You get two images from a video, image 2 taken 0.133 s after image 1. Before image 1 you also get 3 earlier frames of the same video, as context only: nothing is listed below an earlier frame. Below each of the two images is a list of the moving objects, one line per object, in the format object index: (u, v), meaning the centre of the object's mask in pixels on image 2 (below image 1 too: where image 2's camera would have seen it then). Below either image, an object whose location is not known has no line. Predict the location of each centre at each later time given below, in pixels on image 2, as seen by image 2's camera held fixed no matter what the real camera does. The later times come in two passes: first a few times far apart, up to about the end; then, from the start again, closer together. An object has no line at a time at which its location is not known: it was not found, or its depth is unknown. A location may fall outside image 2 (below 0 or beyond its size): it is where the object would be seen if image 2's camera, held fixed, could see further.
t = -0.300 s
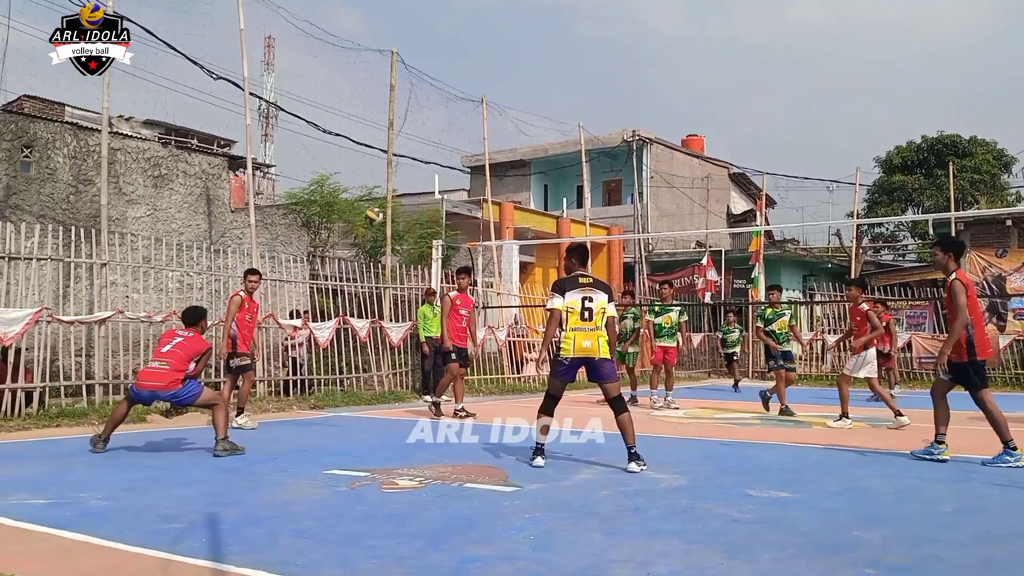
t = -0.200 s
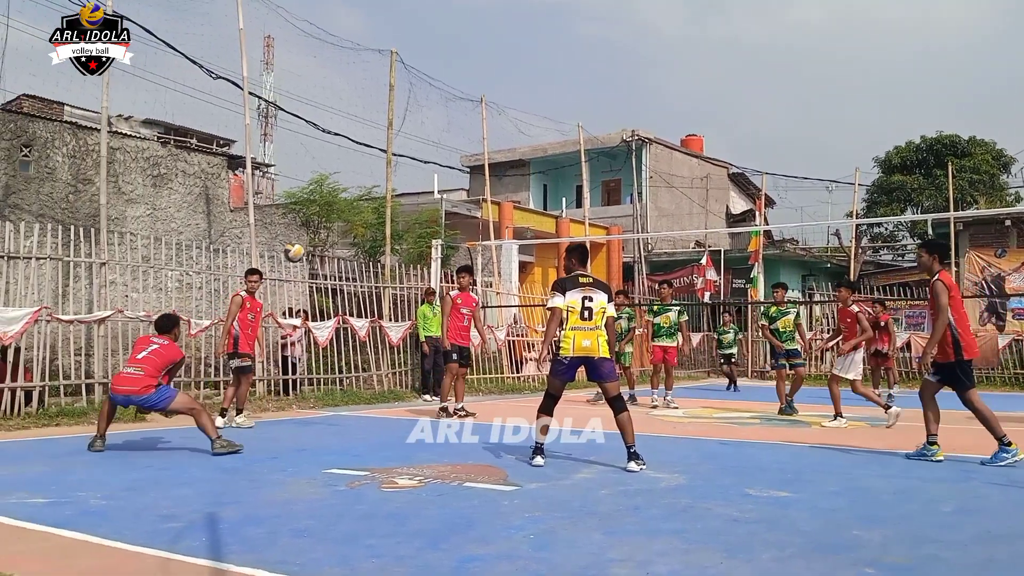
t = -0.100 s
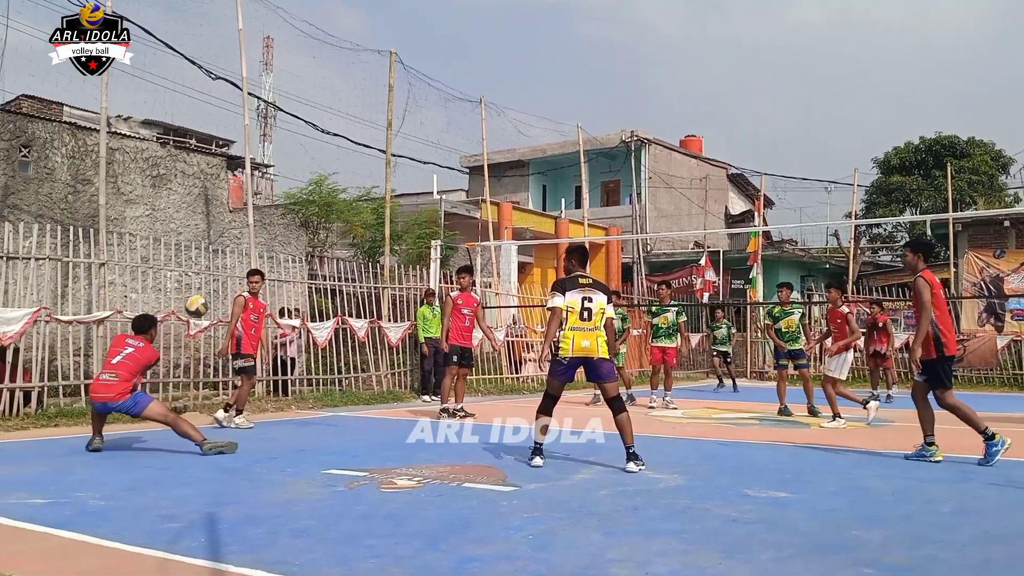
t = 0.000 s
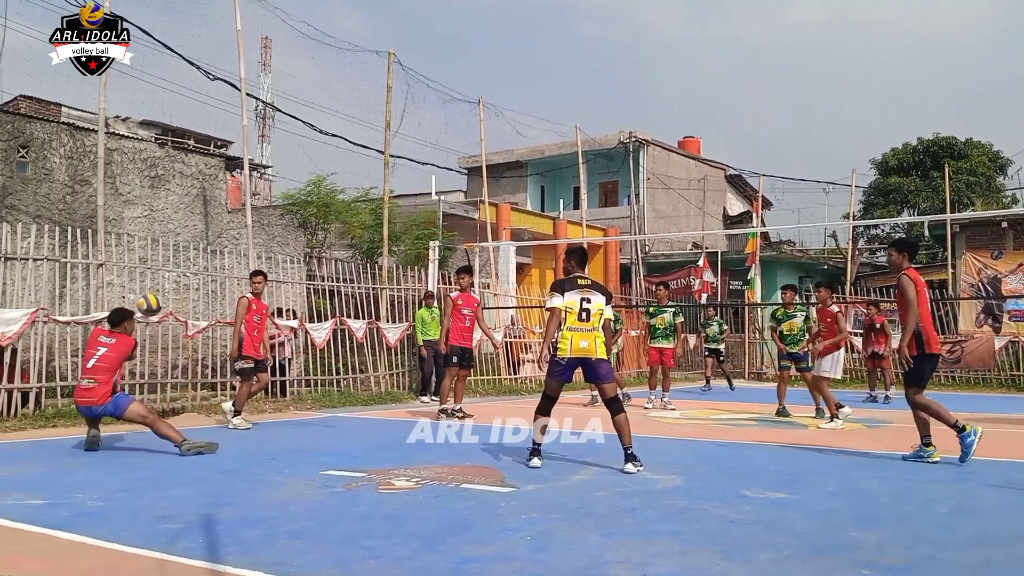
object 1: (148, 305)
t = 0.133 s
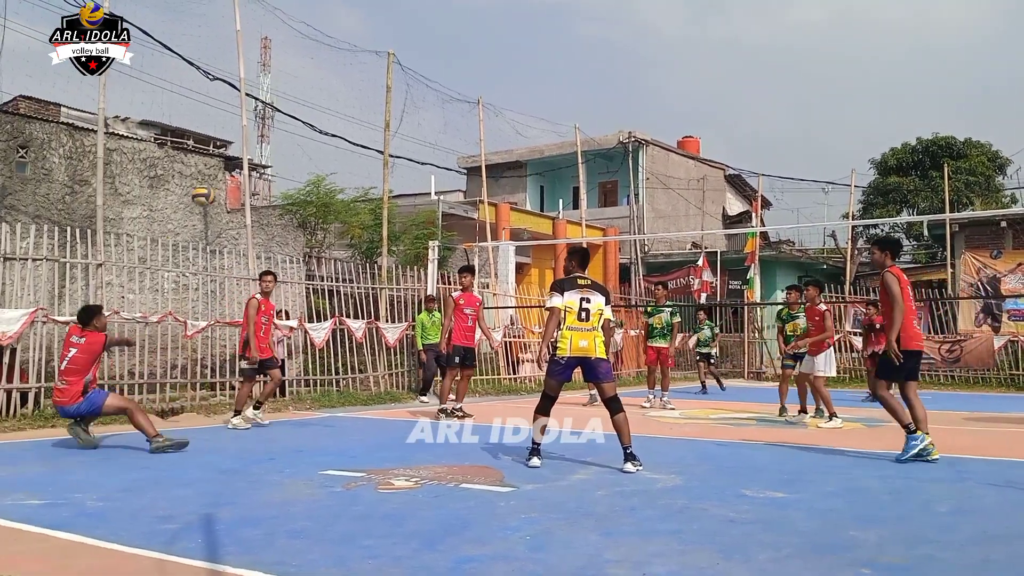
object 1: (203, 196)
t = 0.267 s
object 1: (252, 114)
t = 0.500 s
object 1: (324, 25)
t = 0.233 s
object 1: (240, 133)
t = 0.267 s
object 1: (252, 114)
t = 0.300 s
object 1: (263, 98)
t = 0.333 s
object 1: (273, 83)
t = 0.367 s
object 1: (284, 69)
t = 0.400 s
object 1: (294, 56)
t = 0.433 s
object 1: (304, 45)
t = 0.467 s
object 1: (314, 35)
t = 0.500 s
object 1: (324, 25)
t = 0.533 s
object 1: (333, 18)
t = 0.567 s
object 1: (342, 11)
